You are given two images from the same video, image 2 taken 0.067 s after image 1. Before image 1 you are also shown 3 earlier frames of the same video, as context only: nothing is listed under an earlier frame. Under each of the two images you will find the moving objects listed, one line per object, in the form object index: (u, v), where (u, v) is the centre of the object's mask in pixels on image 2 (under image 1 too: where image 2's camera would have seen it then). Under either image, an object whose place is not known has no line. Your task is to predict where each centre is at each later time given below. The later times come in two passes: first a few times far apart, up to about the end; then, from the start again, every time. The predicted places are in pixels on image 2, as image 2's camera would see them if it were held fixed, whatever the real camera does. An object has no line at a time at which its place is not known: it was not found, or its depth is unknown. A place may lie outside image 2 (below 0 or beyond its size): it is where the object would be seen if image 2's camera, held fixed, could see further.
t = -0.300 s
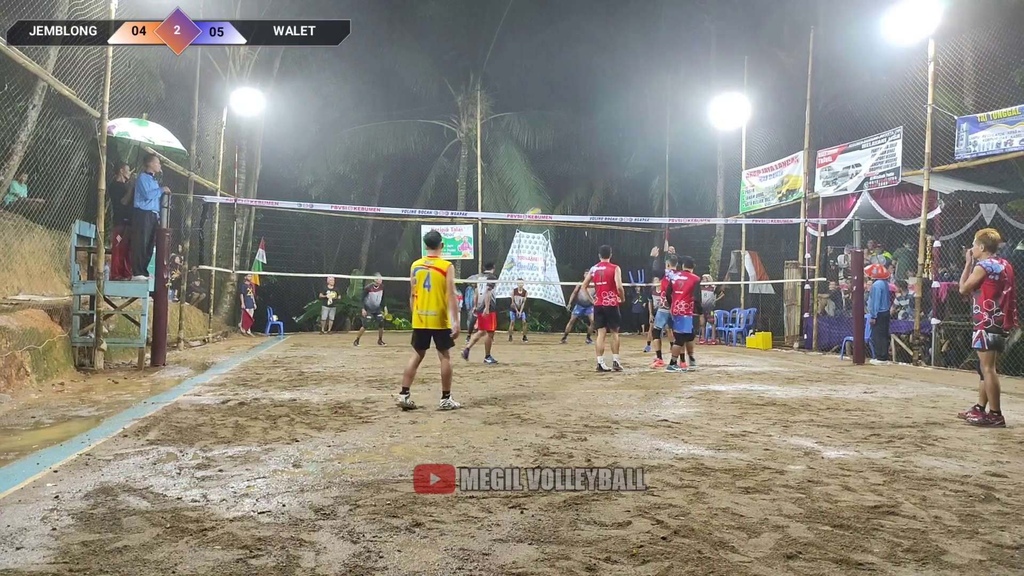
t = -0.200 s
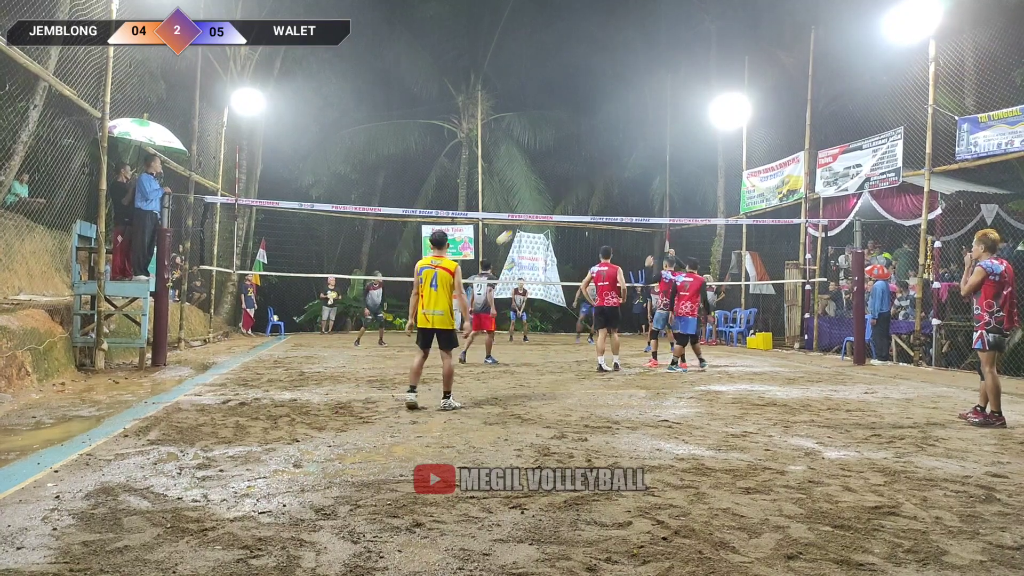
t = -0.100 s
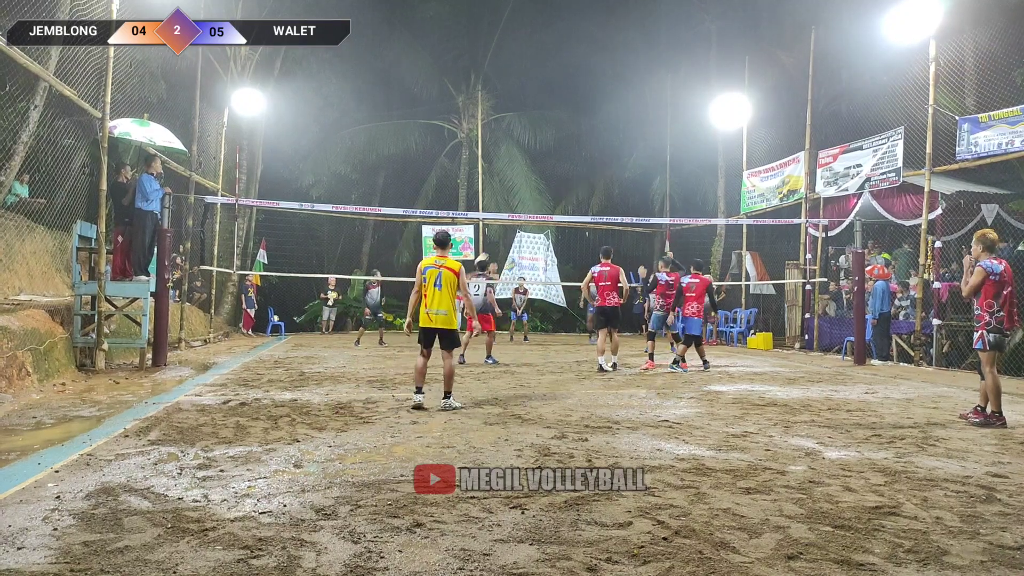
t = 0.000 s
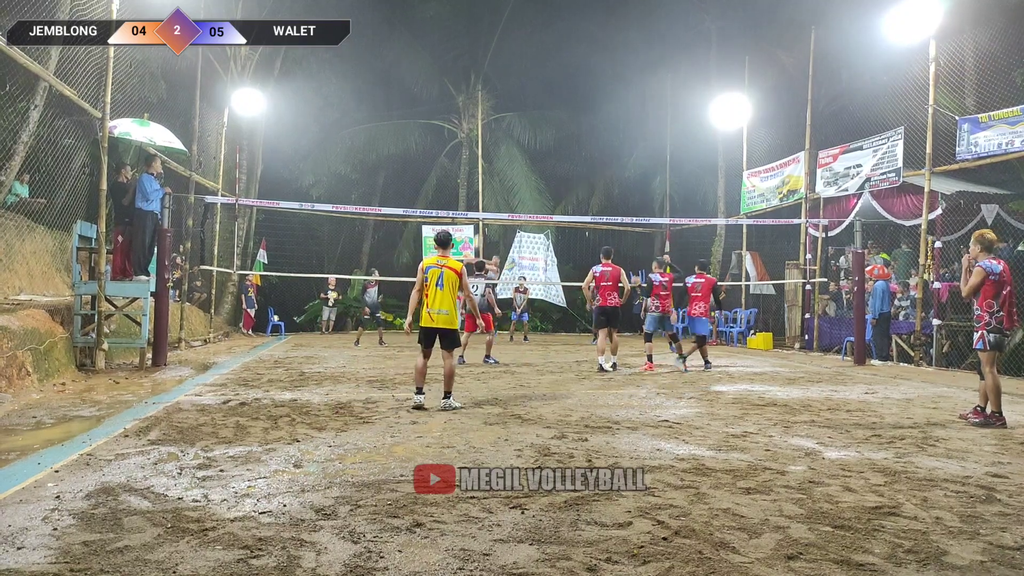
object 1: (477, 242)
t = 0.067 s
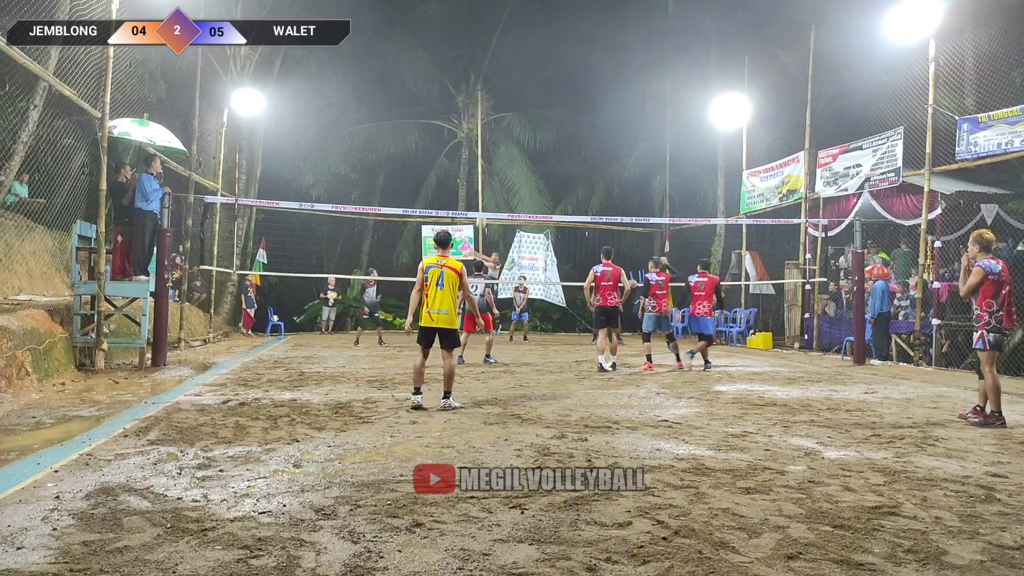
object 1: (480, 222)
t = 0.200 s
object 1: (487, 182)
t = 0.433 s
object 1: (497, 129)
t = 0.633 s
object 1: (509, 106)
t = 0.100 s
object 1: (483, 207)
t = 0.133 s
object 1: (485, 199)
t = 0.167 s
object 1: (486, 190)
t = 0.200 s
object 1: (487, 182)
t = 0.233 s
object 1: (488, 172)
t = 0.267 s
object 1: (491, 164)
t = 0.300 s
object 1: (492, 157)
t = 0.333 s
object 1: (494, 150)
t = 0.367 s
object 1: (495, 143)
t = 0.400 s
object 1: (495, 133)
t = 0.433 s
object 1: (497, 129)
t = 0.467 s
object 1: (500, 125)
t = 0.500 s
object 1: (502, 120)
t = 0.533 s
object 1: (504, 116)
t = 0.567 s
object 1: (505, 112)
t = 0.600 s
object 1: (507, 108)
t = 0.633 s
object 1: (509, 106)
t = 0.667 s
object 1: (510, 103)
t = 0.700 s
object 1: (512, 102)
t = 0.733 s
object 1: (514, 100)
